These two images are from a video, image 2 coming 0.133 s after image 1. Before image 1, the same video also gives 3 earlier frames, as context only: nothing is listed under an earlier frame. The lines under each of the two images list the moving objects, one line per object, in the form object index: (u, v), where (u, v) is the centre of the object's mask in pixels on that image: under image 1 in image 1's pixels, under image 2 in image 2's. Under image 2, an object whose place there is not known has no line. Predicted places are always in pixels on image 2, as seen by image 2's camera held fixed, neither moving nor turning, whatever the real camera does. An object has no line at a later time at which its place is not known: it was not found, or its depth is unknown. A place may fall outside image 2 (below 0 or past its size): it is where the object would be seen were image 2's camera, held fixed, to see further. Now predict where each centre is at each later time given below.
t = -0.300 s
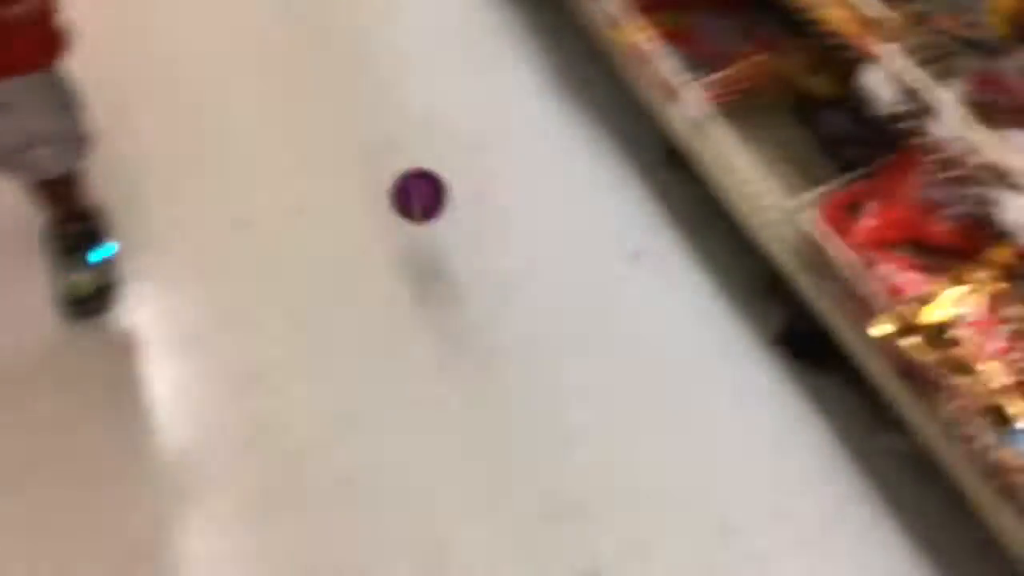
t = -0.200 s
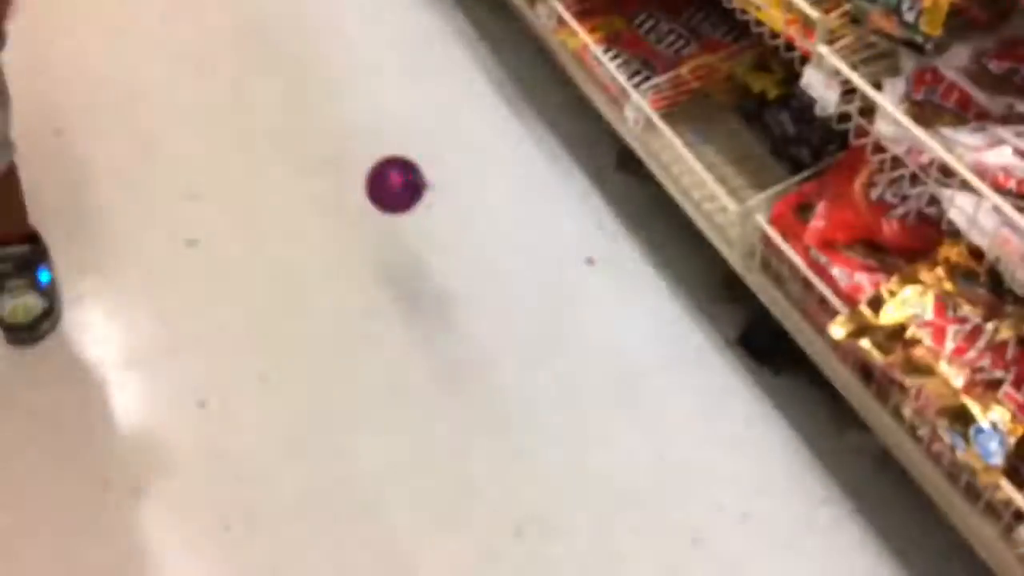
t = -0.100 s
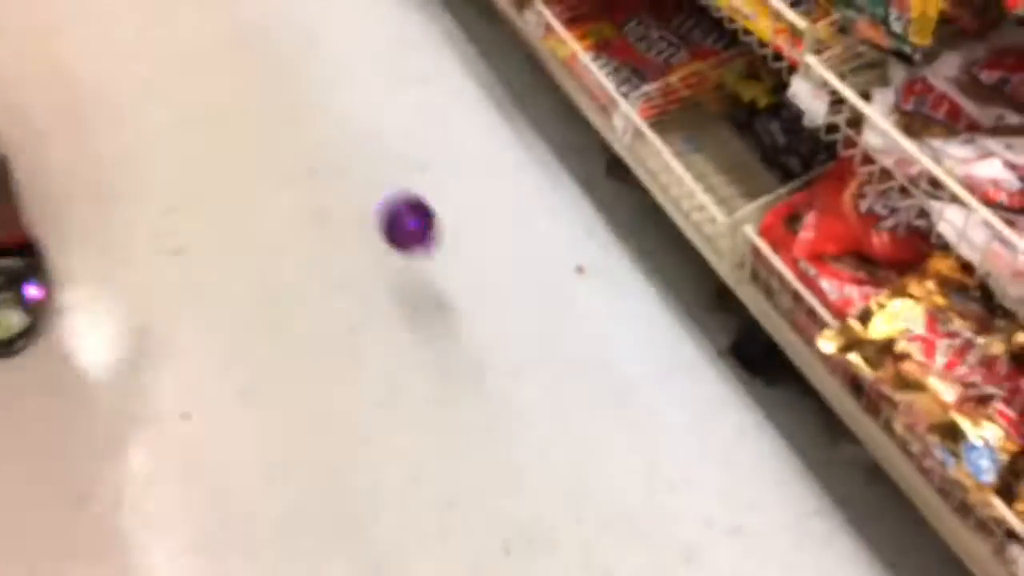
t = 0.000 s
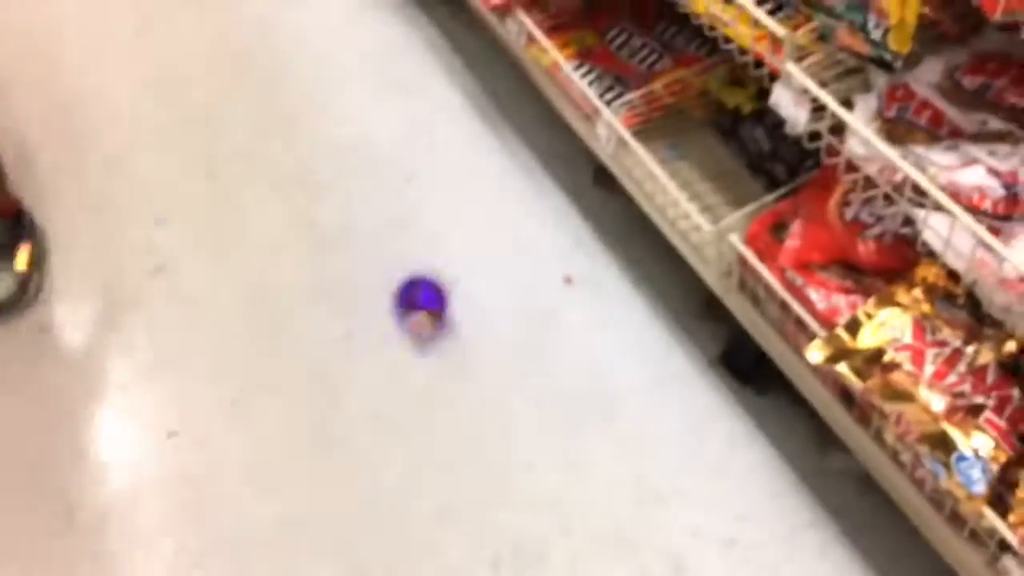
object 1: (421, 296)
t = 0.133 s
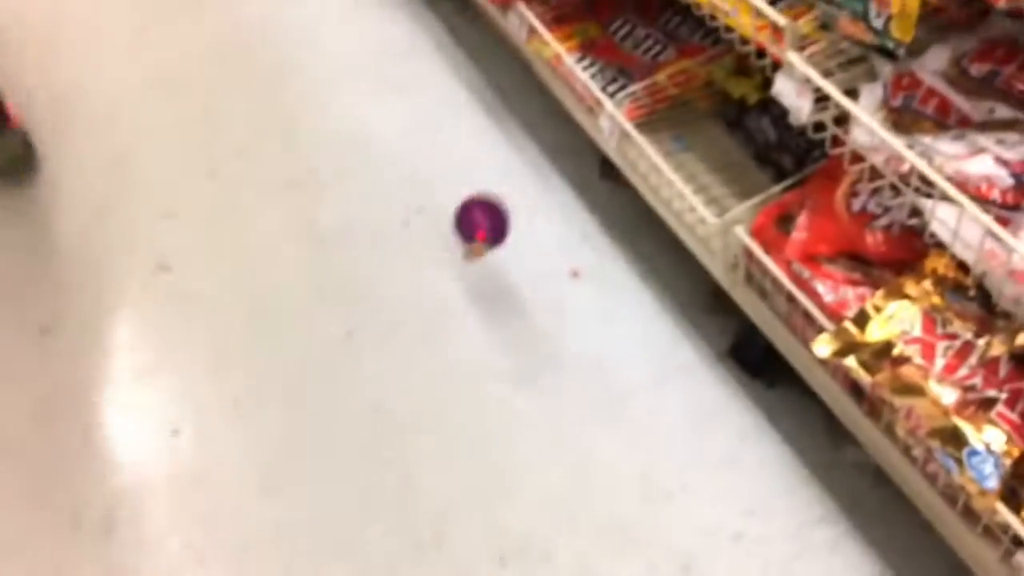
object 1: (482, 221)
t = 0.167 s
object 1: (494, 217)
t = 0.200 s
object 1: (509, 214)
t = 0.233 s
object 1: (521, 220)
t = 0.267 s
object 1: (533, 230)
